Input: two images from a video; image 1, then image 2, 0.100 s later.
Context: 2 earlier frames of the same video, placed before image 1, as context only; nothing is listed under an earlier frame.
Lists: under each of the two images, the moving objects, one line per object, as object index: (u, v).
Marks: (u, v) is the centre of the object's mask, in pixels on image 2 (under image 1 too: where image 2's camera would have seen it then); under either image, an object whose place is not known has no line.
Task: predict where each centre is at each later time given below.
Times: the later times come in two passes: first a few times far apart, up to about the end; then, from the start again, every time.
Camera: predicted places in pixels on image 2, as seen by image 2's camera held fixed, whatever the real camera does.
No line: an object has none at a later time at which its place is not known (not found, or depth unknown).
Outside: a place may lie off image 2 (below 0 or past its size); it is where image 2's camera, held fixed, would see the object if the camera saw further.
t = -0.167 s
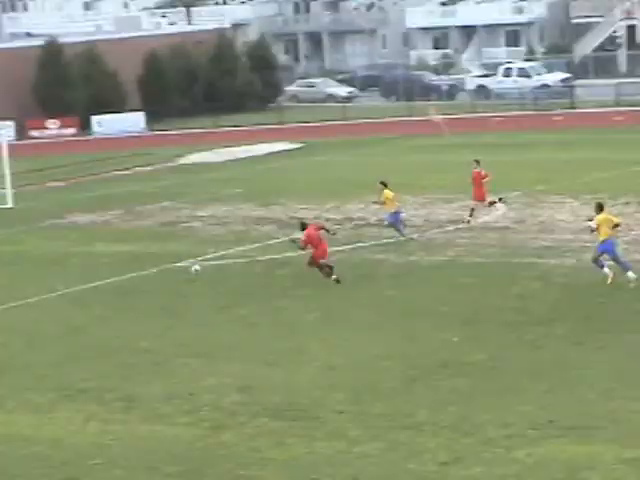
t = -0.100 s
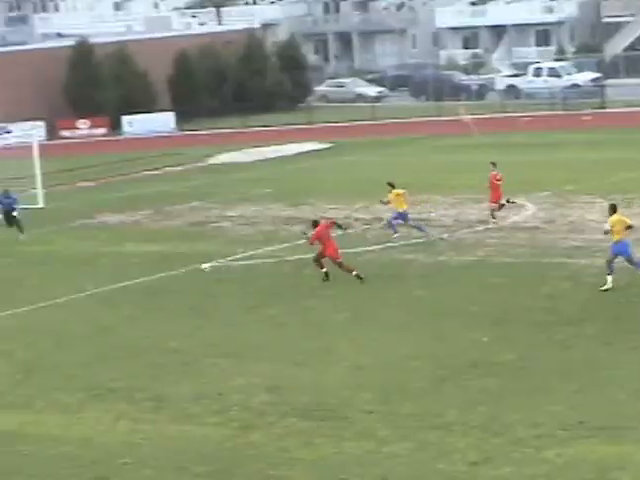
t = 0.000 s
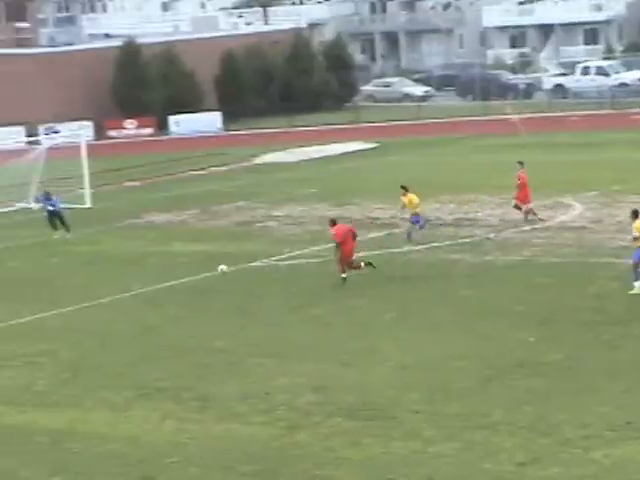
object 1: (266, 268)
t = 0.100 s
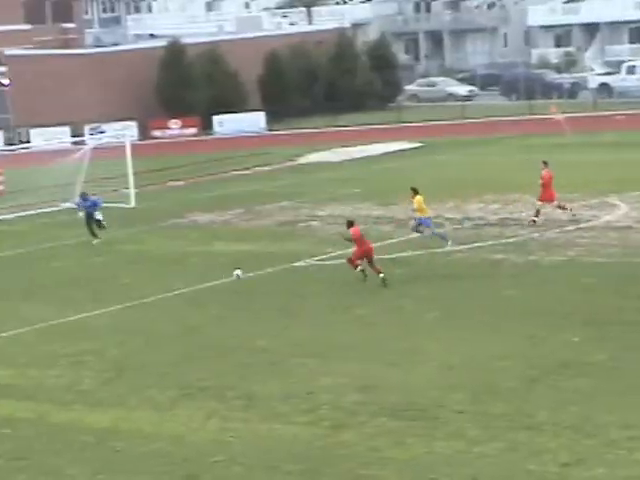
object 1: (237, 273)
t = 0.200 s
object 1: (209, 277)
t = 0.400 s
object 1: (153, 274)
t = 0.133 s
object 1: (228, 277)
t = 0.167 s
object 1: (218, 278)
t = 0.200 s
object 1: (209, 277)
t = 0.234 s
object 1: (199, 274)
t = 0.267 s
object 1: (190, 275)
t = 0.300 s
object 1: (180, 273)
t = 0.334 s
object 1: (171, 273)
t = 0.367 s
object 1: (162, 275)
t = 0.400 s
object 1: (153, 274)
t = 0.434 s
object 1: (143, 275)
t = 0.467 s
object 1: (135, 277)
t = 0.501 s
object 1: (126, 279)
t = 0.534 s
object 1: (117, 283)
